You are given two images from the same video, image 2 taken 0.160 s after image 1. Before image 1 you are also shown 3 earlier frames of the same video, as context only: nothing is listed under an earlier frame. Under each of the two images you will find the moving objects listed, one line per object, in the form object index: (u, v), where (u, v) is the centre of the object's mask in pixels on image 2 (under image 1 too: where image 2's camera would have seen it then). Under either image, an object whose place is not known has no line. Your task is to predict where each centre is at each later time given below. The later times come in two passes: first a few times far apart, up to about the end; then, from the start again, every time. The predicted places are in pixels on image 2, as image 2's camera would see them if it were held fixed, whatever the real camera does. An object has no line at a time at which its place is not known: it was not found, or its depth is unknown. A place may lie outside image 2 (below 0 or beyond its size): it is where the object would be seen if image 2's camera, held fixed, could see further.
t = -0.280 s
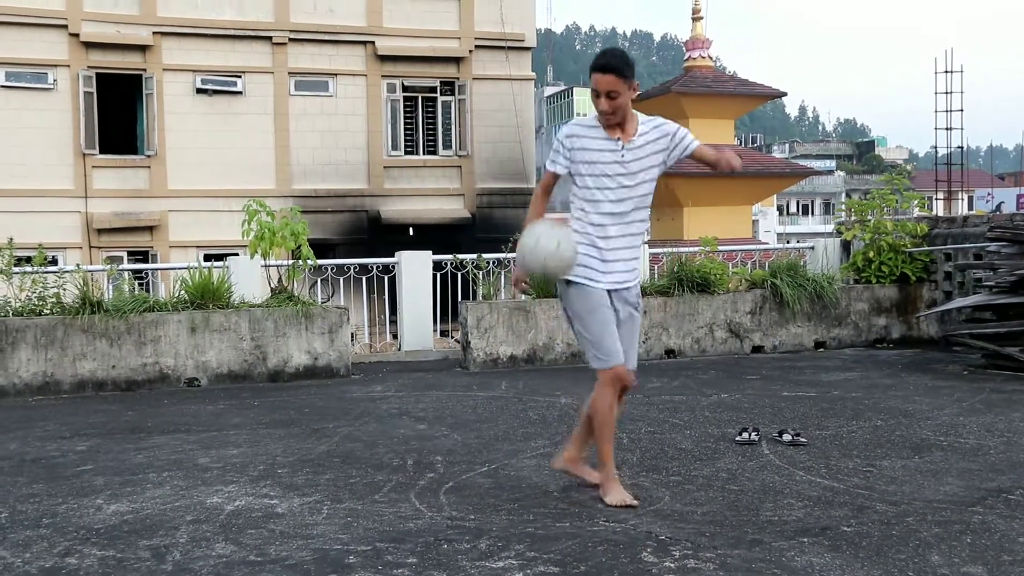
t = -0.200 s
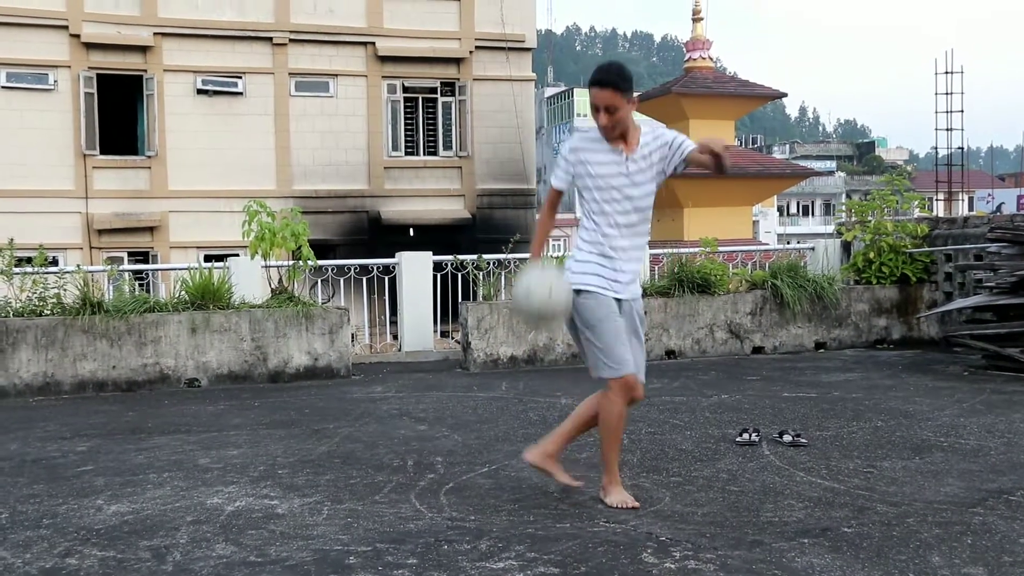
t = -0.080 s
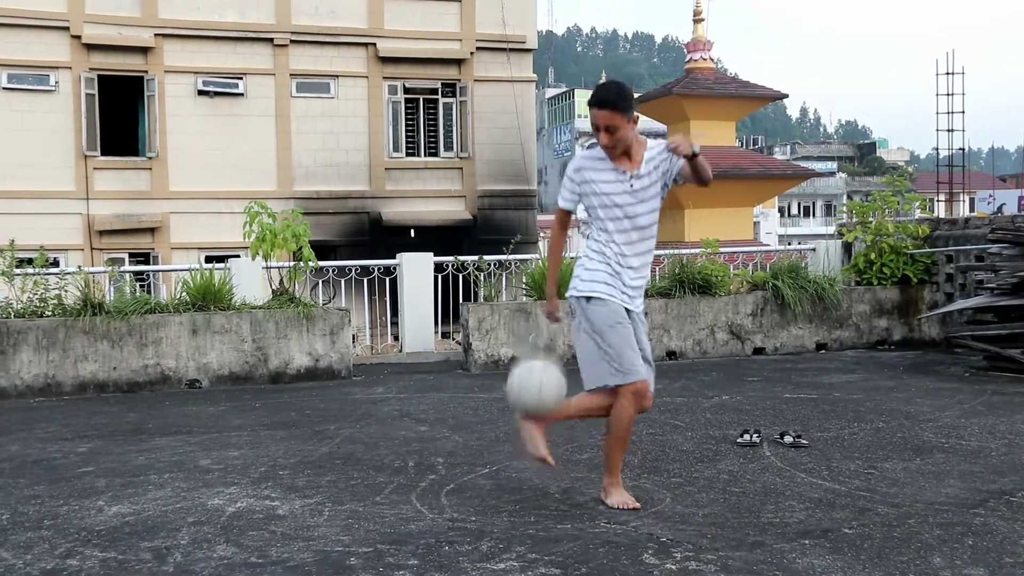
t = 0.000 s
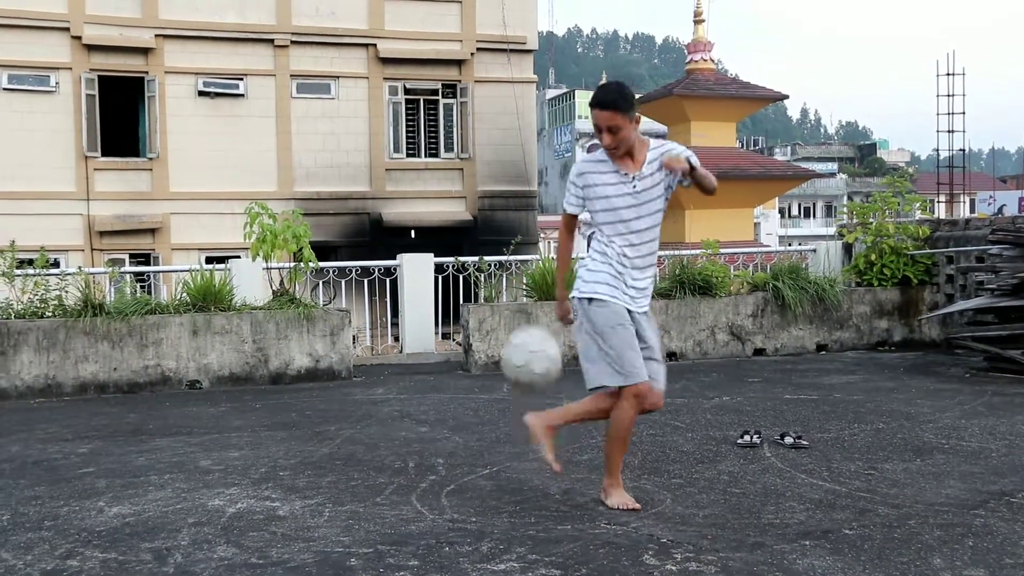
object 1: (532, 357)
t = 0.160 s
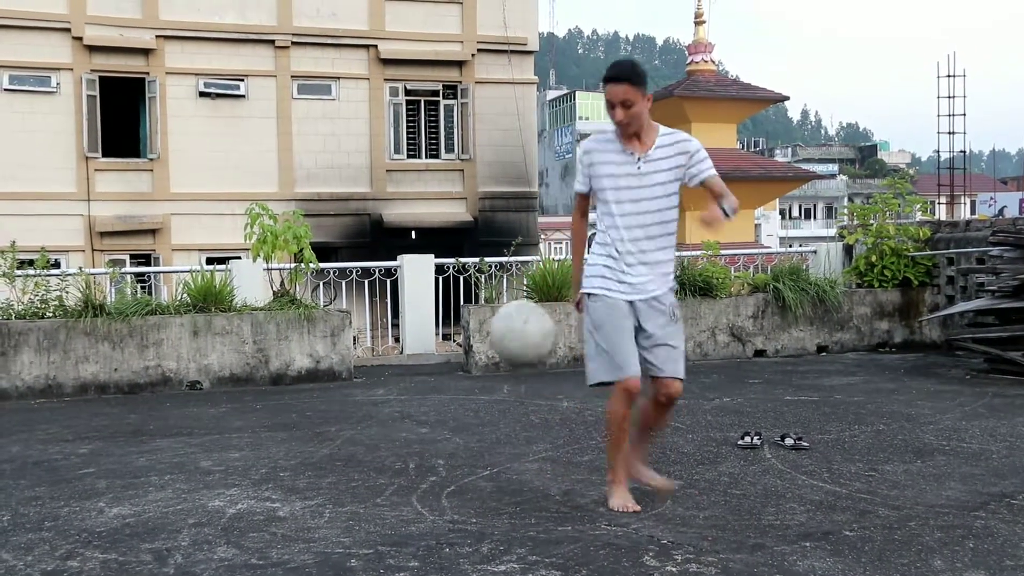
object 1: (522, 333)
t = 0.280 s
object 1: (513, 361)
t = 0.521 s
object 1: (496, 534)
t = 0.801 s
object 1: (477, 493)
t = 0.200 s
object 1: (518, 337)
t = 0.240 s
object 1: (516, 345)
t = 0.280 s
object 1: (513, 361)
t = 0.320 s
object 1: (511, 381)
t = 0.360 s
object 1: (508, 406)
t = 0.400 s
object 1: (505, 438)
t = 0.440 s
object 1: (502, 478)
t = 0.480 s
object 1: (499, 524)
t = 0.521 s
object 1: (496, 534)
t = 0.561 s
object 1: (493, 513)
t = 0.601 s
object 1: (491, 496)
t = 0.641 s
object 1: (488, 484)
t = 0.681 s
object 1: (485, 479)
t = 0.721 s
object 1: (482, 478)
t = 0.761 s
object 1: (480, 483)
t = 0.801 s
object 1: (477, 493)
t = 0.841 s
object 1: (473, 510)
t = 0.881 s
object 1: (470, 534)
